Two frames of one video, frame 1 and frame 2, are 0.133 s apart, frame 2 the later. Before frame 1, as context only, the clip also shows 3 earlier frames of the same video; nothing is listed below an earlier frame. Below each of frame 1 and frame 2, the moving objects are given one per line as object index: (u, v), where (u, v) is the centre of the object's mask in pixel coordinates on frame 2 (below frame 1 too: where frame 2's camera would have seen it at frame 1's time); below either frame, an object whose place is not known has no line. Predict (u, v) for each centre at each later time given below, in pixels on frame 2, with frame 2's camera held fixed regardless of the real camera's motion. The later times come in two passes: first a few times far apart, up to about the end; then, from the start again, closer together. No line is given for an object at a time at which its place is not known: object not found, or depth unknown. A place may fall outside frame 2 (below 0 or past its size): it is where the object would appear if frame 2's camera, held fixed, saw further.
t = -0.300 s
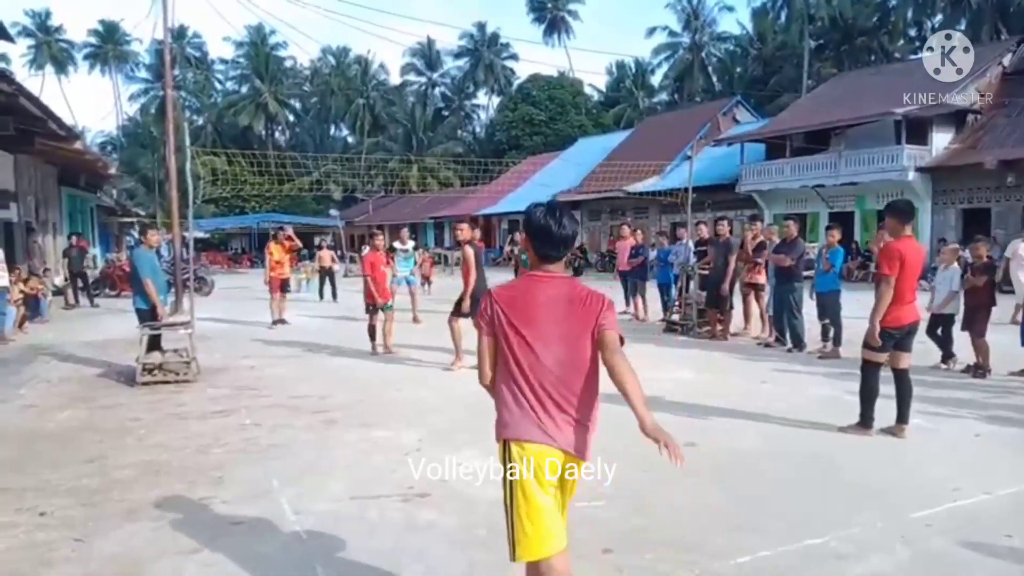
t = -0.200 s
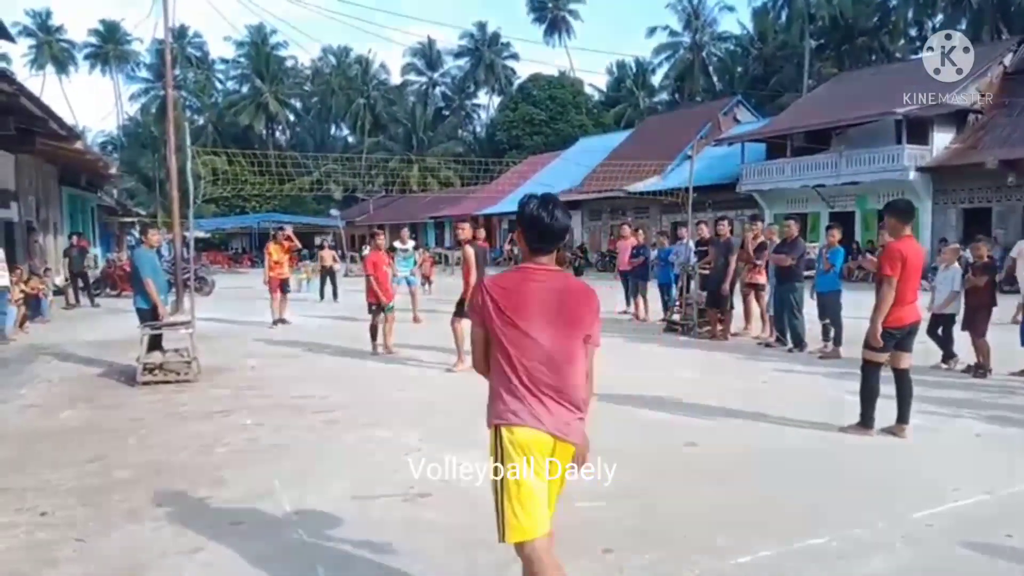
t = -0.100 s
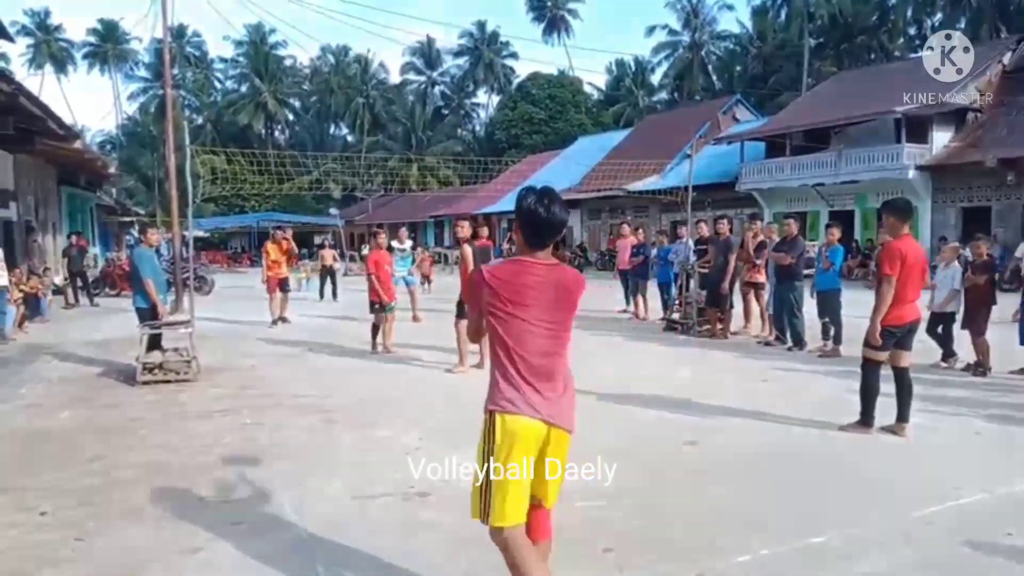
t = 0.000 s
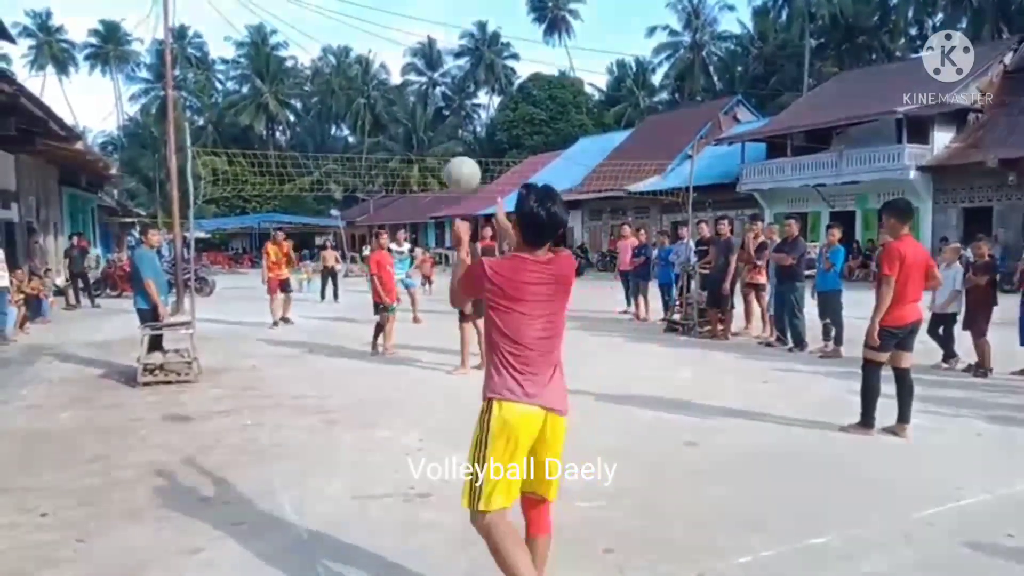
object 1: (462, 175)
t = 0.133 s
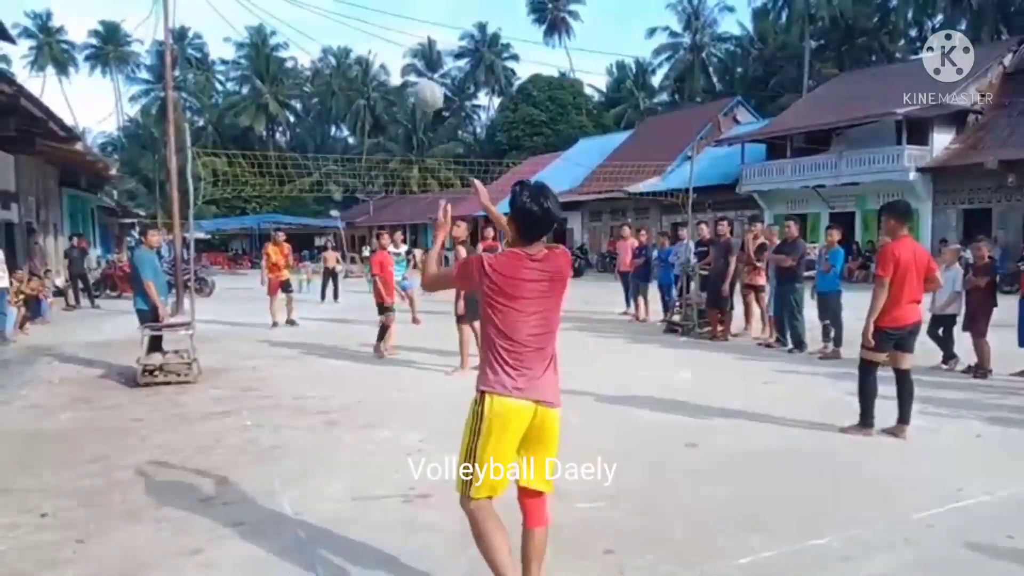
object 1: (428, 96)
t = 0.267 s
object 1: (404, 62)
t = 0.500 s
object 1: (380, 58)
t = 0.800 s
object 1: (368, 120)
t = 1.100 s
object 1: (368, 216)
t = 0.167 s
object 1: (422, 84)
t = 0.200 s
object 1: (415, 74)
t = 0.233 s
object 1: (410, 67)
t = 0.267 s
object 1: (404, 62)
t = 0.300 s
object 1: (401, 59)
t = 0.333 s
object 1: (396, 55)
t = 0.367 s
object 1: (393, 53)
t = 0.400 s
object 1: (390, 52)
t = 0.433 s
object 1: (386, 53)
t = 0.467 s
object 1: (383, 56)
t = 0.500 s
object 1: (380, 58)
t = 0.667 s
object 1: (372, 85)
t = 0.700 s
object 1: (371, 93)
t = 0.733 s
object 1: (370, 101)
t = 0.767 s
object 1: (368, 110)
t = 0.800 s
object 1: (368, 120)
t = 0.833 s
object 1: (368, 129)
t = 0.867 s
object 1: (367, 140)
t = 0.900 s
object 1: (367, 149)
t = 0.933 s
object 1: (367, 159)
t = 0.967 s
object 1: (367, 170)
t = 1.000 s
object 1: (367, 180)
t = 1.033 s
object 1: (367, 192)
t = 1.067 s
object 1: (367, 204)
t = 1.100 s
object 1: (368, 216)
